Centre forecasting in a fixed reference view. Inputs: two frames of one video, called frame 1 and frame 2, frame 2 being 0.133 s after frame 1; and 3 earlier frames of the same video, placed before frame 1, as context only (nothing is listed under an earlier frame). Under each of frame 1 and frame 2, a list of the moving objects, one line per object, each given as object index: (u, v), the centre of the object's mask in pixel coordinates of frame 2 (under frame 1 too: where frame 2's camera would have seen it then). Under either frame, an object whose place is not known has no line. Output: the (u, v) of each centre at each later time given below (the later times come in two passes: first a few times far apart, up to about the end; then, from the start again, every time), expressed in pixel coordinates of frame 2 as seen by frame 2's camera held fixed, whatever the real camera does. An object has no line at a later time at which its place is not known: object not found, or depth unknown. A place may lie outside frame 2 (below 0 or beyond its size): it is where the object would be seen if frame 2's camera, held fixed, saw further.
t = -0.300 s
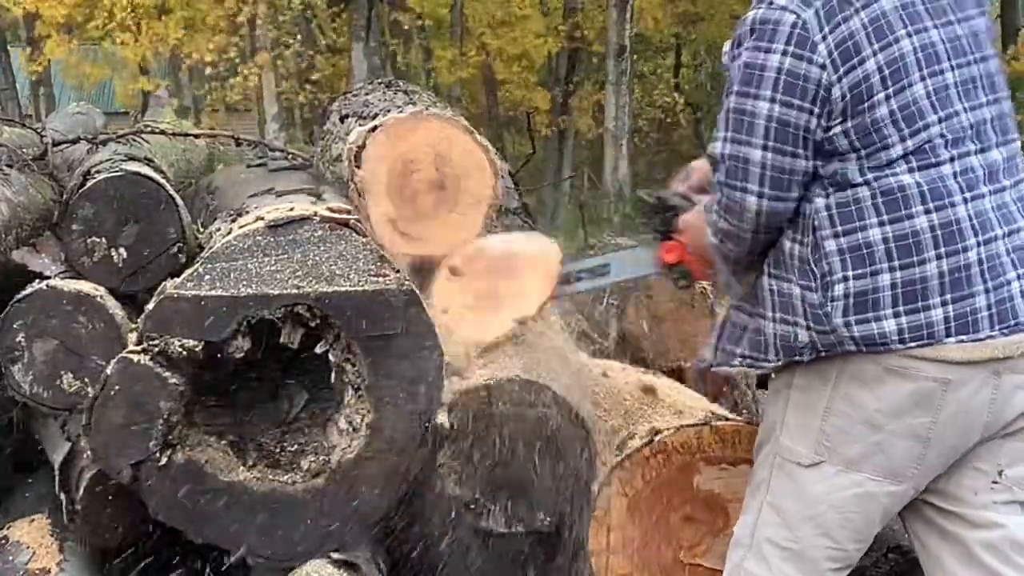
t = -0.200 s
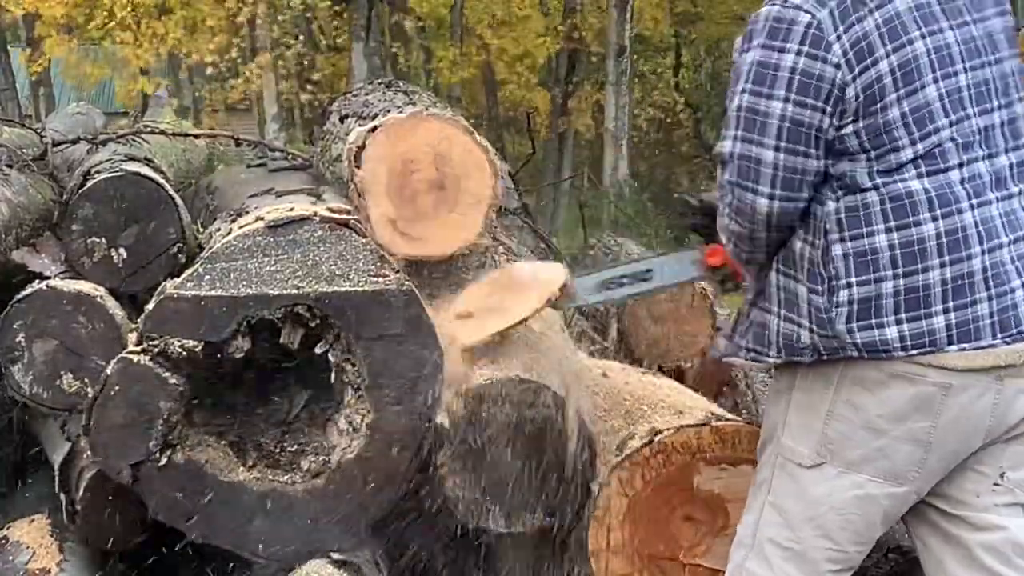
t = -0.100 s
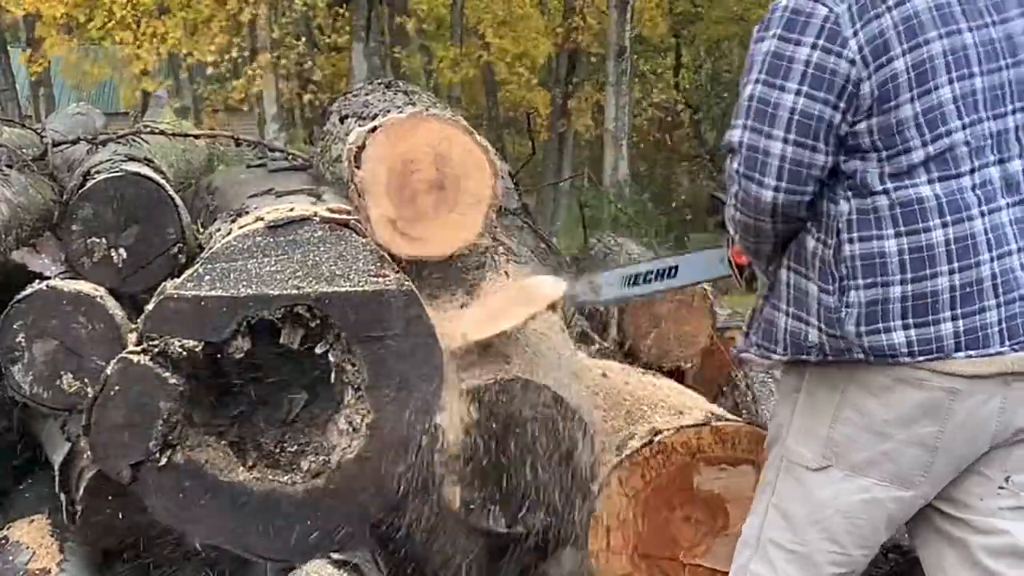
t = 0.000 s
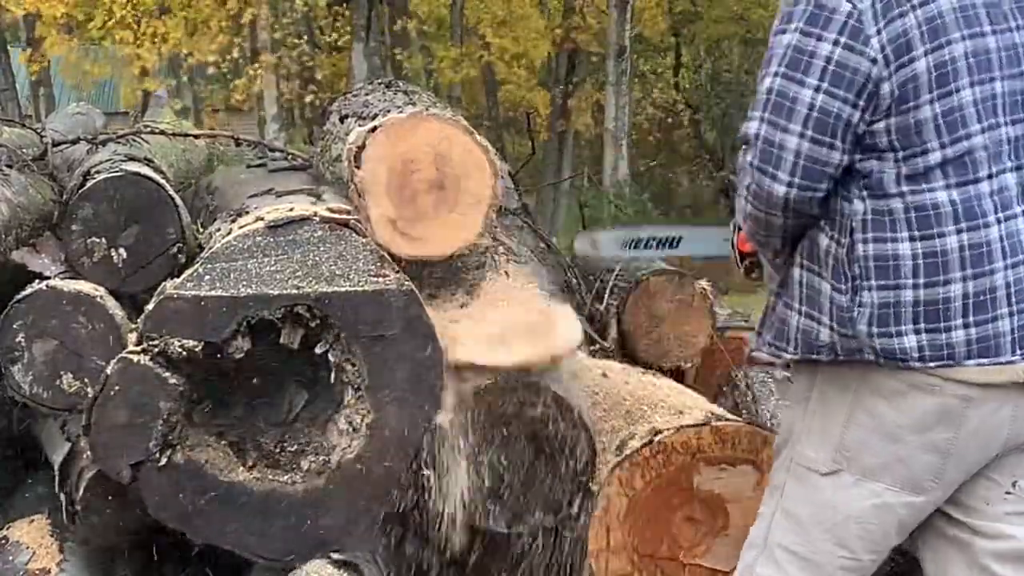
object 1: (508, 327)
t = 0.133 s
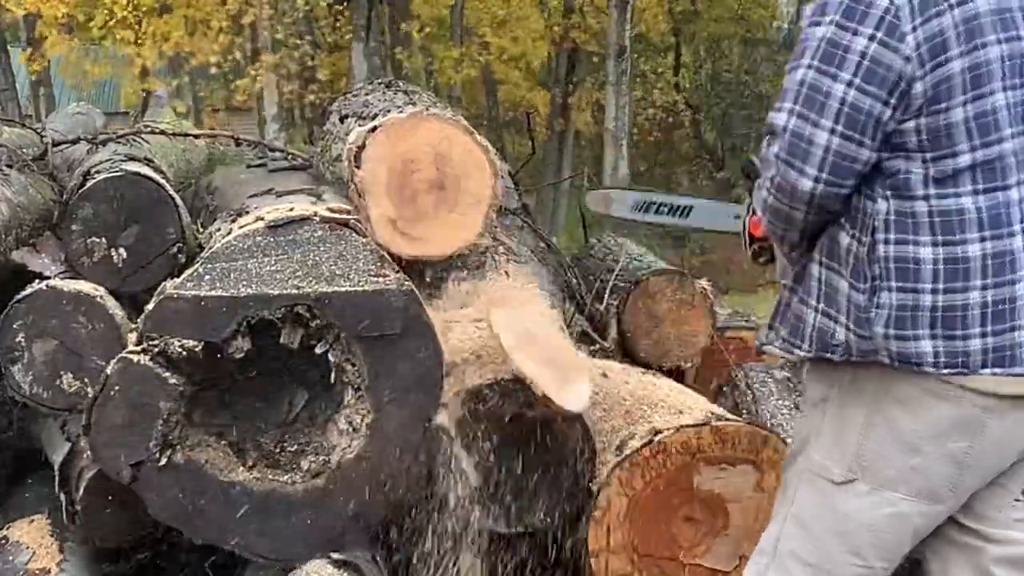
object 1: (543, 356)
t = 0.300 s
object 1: (582, 427)
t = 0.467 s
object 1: (583, 534)
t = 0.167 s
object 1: (555, 367)
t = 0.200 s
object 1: (562, 374)
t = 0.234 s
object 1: (573, 394)
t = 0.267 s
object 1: (583, 415)
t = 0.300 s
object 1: (582, 427)
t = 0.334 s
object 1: (583, 444)
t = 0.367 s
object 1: (583, 463)
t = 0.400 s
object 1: (585, 492)
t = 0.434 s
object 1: (584, 513)
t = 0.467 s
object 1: (583, 534)
